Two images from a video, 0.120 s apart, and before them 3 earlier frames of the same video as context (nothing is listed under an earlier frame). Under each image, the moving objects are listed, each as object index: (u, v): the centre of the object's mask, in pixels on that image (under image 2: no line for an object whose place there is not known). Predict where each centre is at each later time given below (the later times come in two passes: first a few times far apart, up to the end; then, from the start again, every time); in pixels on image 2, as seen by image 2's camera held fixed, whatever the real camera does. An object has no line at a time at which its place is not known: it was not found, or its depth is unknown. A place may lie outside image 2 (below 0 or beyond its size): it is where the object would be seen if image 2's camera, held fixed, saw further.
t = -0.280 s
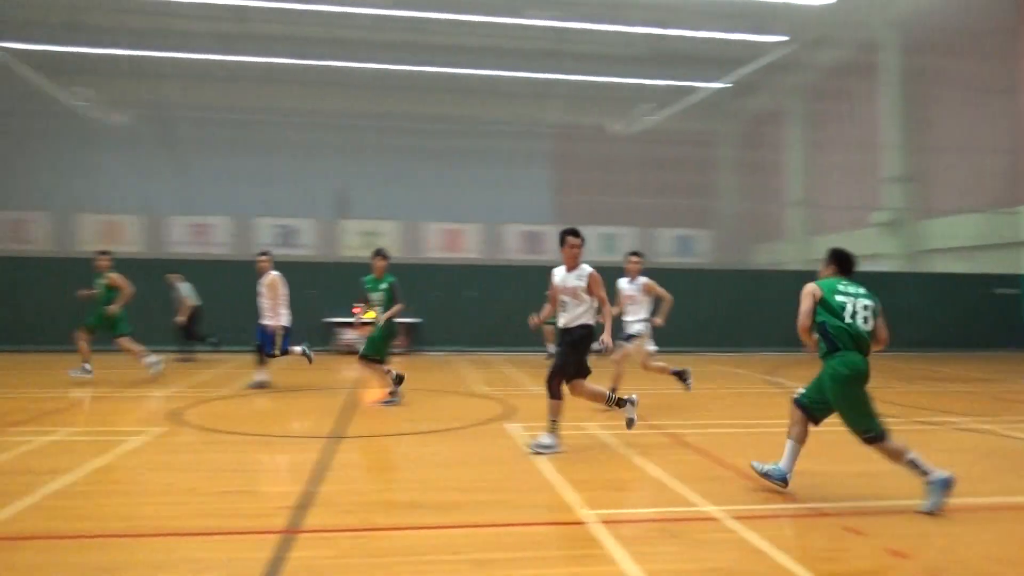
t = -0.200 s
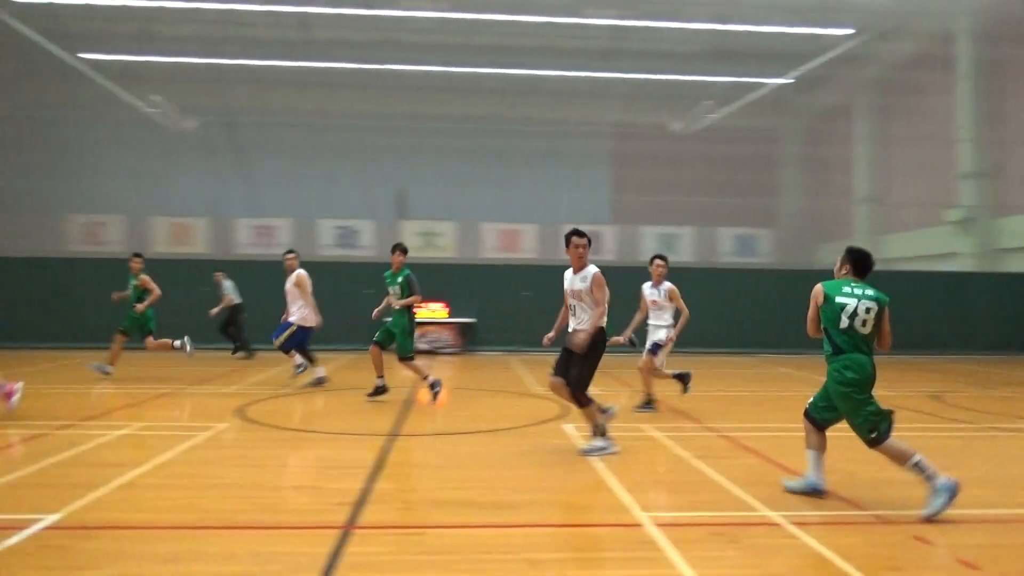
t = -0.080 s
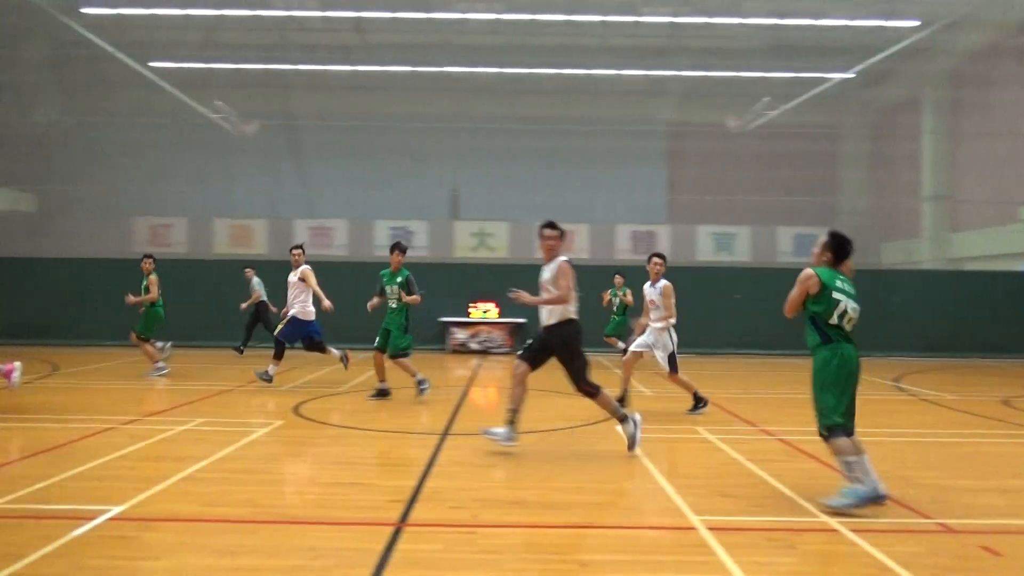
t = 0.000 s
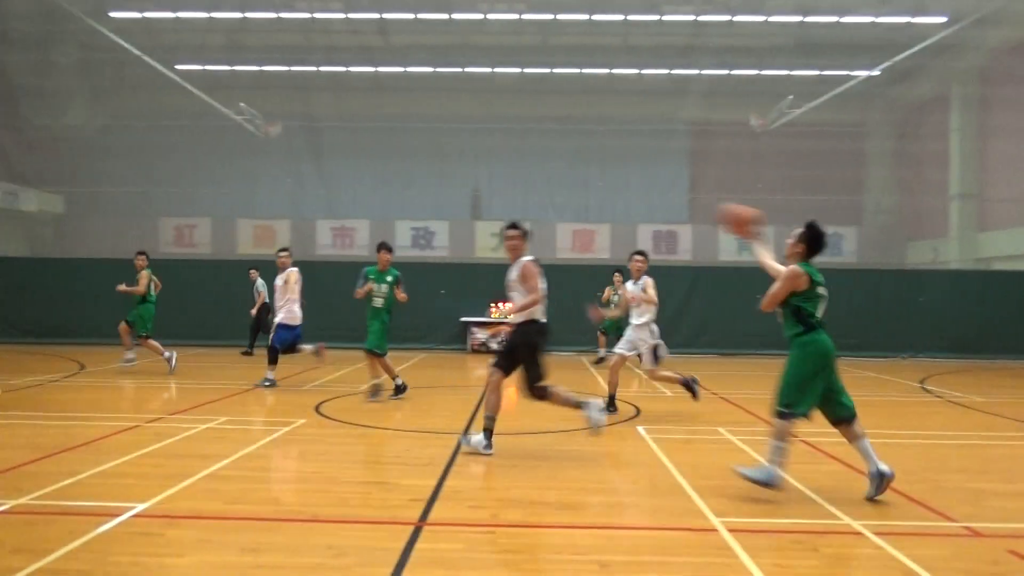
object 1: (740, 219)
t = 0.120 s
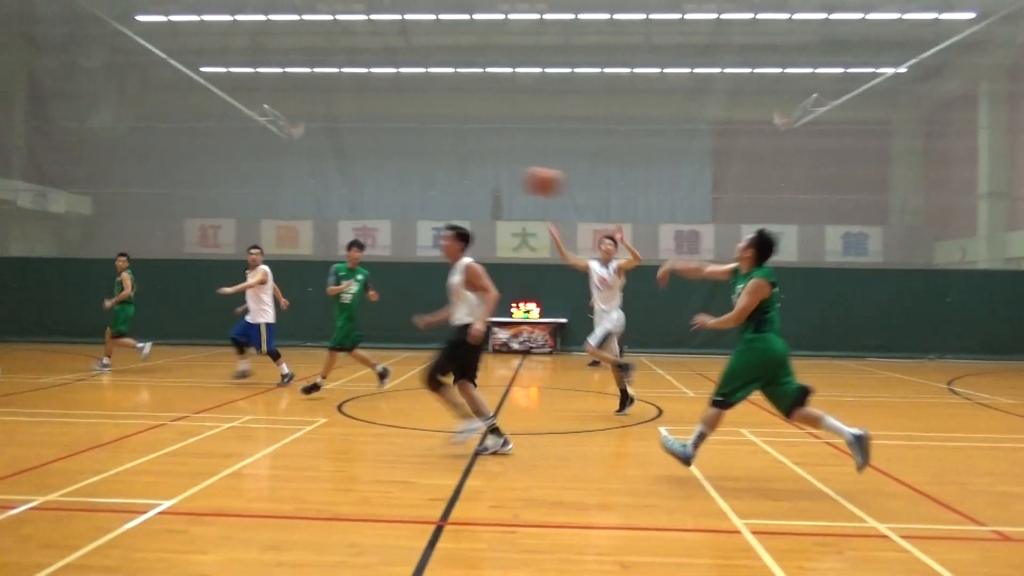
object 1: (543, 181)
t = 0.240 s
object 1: (362, 162)
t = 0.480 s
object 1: (87, 164)
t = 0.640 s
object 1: (-49, 187)
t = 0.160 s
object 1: (479, 173)
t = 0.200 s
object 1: (419, 167)
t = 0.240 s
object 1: (362, 162)
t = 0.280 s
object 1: (310, 159)
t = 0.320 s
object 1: (259, 158)
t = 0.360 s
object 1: (211, 158)
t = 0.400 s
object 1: (167, 159)
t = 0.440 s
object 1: (126, 161)
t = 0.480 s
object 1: (87, 164)
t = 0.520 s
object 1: (51, 168)
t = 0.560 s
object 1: (16, 173)
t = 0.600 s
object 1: (-17, 180)
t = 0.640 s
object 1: (-49, 187)
